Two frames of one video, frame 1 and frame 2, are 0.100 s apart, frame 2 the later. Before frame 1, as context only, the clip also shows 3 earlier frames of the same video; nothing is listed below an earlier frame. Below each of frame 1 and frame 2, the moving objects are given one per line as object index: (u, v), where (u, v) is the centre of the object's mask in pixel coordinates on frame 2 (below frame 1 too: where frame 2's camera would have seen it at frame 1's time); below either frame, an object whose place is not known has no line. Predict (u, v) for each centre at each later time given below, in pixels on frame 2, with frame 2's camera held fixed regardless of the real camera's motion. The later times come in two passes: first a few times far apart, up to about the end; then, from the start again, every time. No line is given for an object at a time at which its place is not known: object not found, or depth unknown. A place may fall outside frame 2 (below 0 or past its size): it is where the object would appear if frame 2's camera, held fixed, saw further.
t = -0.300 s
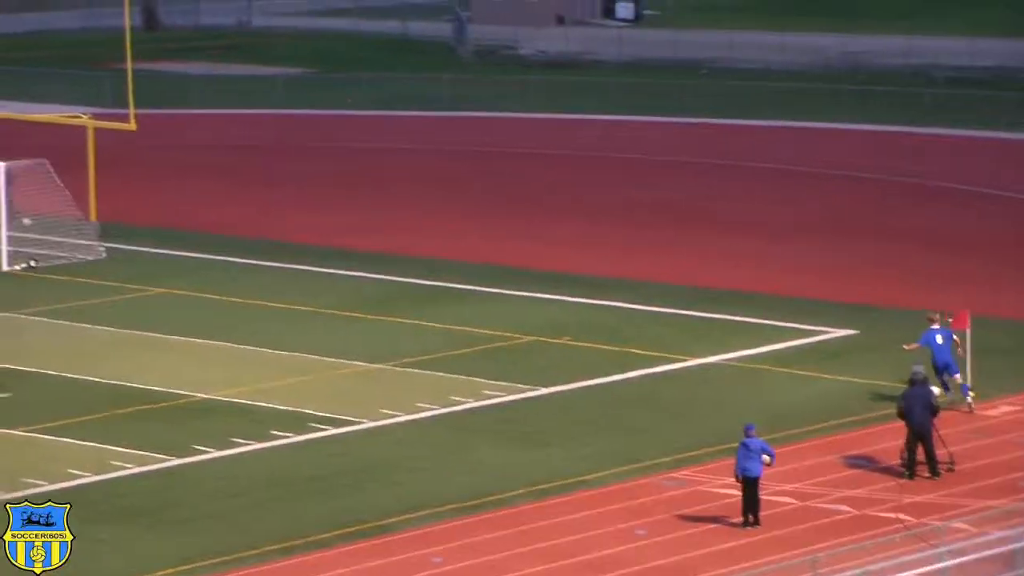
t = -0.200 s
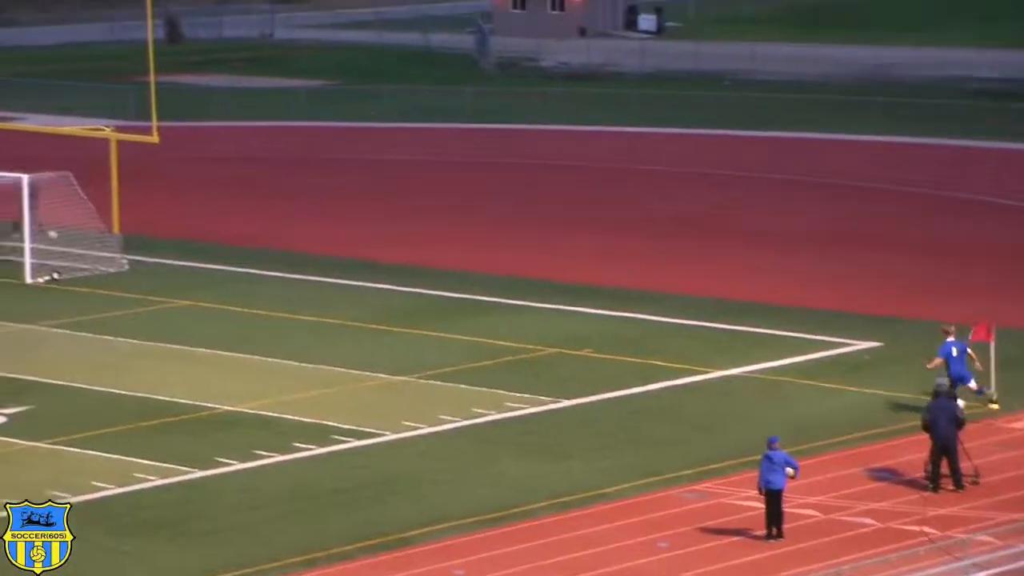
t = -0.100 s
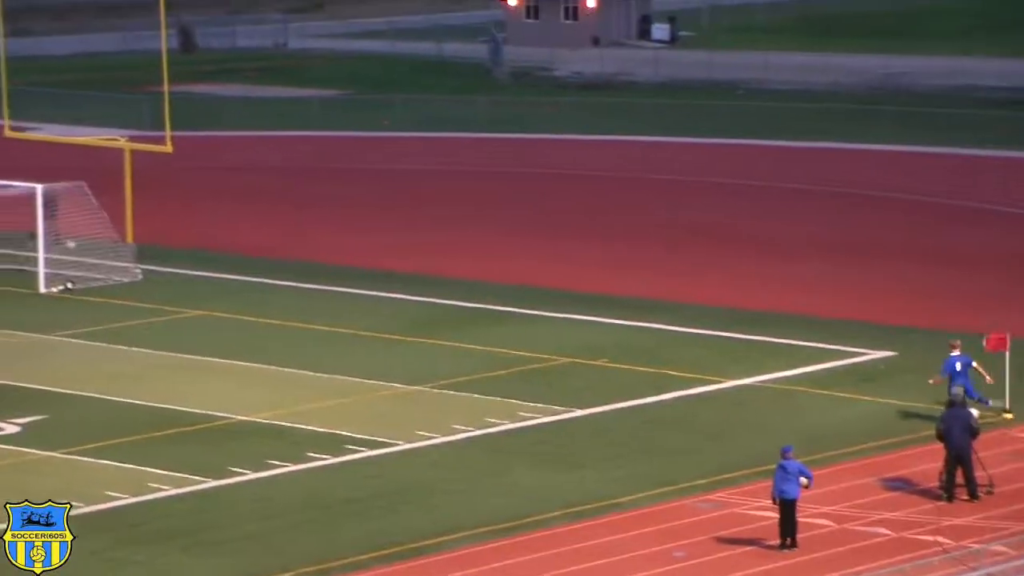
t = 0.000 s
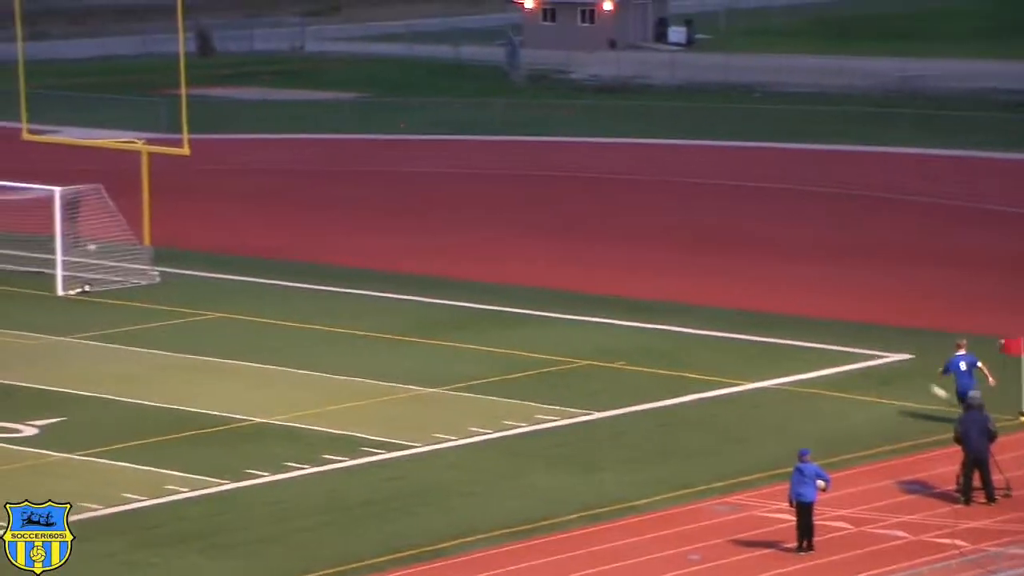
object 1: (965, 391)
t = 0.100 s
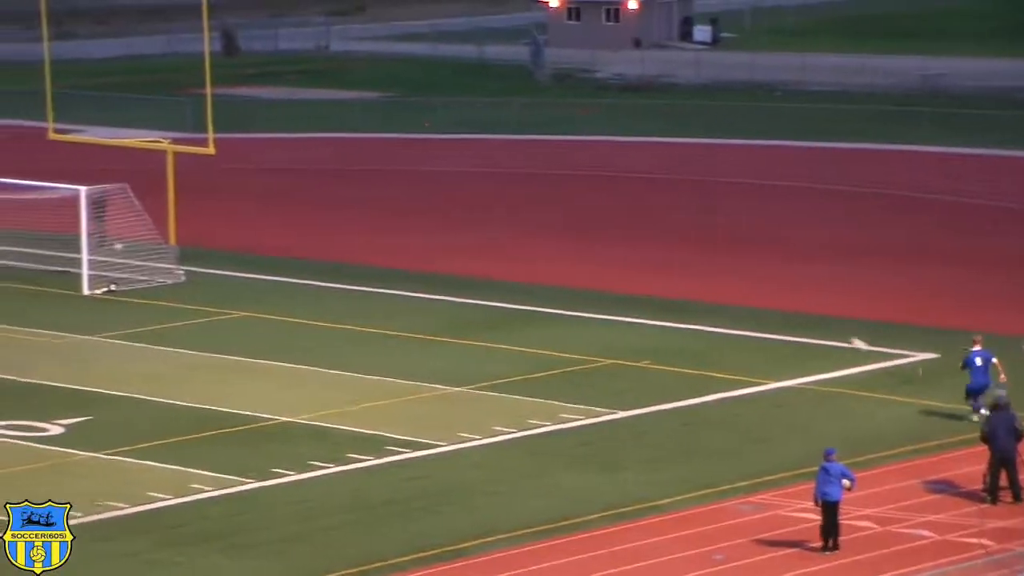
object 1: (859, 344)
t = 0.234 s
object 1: (726, 291)
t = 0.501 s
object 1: (494, 217)
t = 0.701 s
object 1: (335, 185)
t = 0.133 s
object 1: (824, 330)
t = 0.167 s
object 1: (792, 316)
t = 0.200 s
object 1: (759, 304)
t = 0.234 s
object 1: (726, 291)
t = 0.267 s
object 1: (696, 281)
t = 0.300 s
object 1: (666, 270)
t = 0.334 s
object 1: (636, 260)
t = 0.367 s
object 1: (606, 251)
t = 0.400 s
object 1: (578, 241)
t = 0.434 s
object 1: (550, 233)
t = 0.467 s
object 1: (522, 225)
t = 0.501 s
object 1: (494, 217)
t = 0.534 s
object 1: (467, 210)
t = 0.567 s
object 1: (440, 204)
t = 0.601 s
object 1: (414, 198)
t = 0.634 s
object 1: (387, 193)
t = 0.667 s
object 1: (361, 189)
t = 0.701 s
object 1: (335, 185)
